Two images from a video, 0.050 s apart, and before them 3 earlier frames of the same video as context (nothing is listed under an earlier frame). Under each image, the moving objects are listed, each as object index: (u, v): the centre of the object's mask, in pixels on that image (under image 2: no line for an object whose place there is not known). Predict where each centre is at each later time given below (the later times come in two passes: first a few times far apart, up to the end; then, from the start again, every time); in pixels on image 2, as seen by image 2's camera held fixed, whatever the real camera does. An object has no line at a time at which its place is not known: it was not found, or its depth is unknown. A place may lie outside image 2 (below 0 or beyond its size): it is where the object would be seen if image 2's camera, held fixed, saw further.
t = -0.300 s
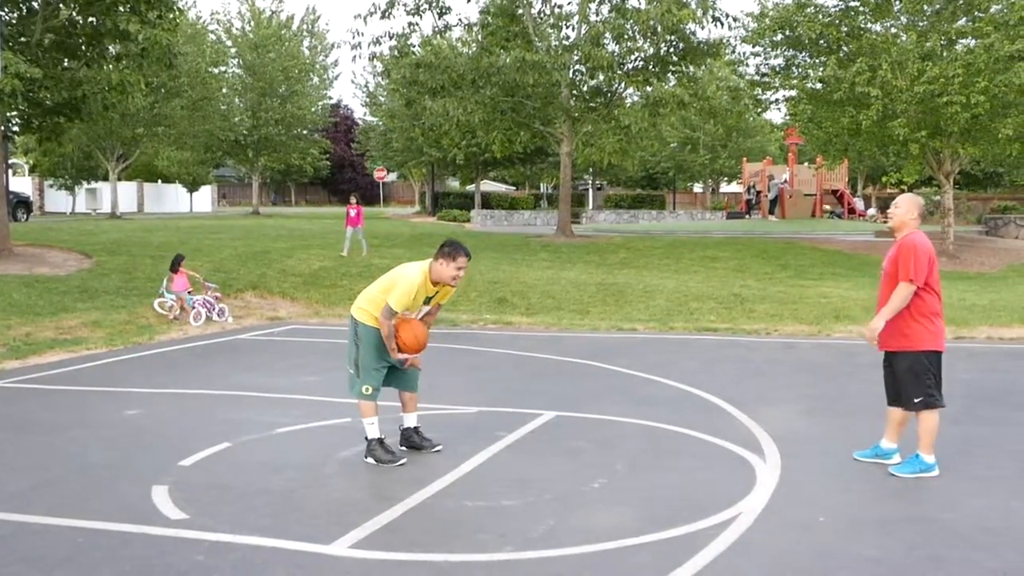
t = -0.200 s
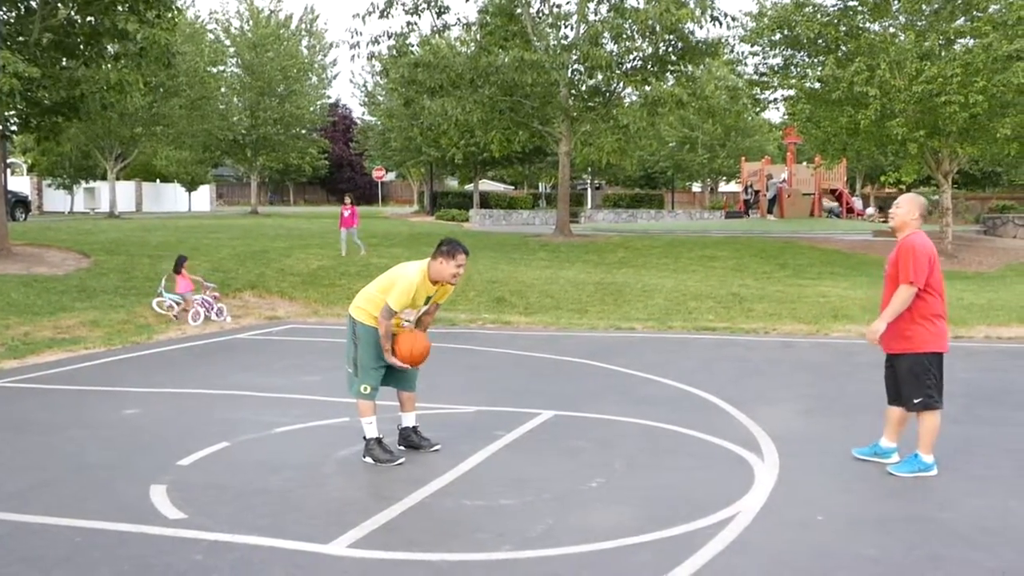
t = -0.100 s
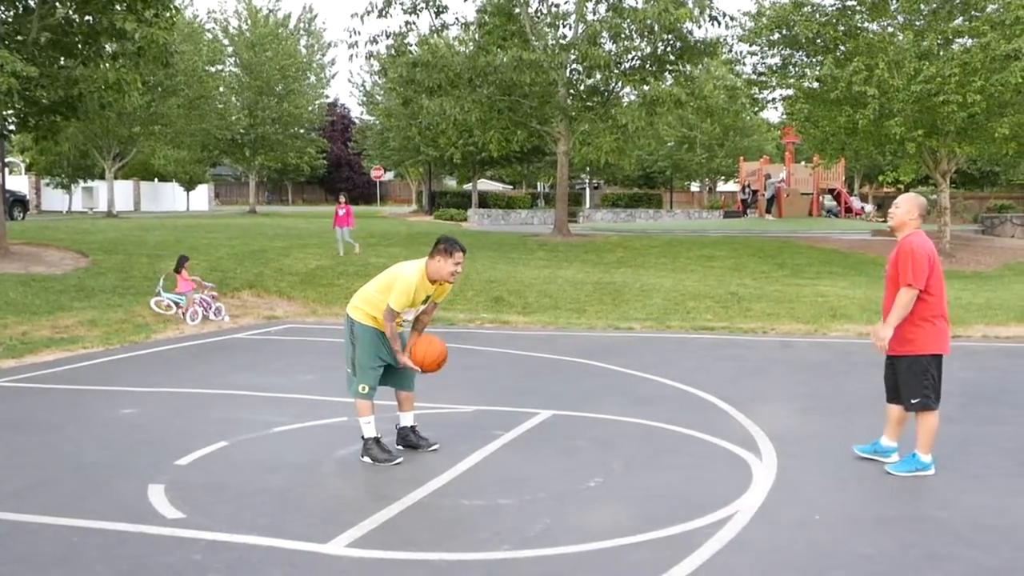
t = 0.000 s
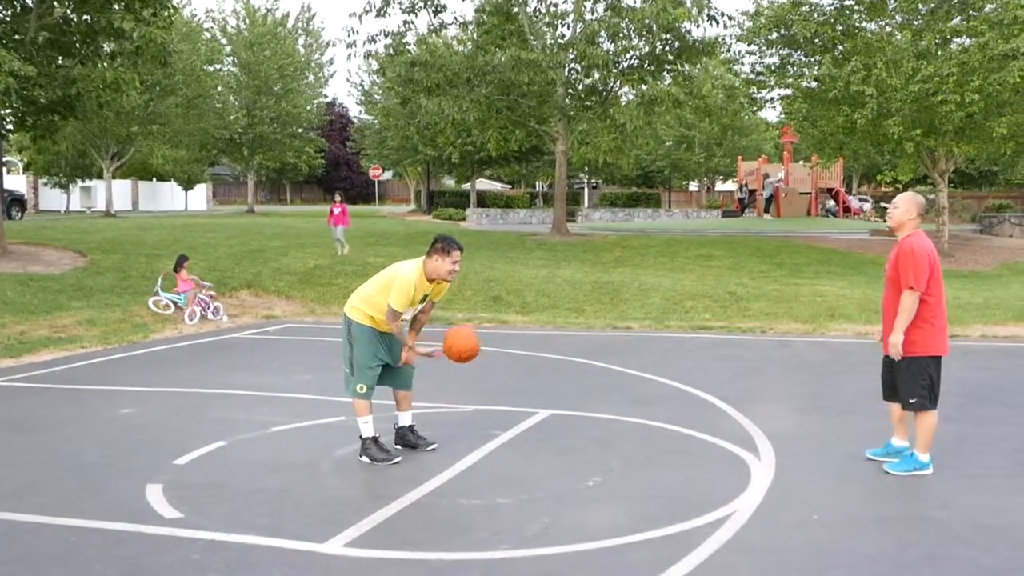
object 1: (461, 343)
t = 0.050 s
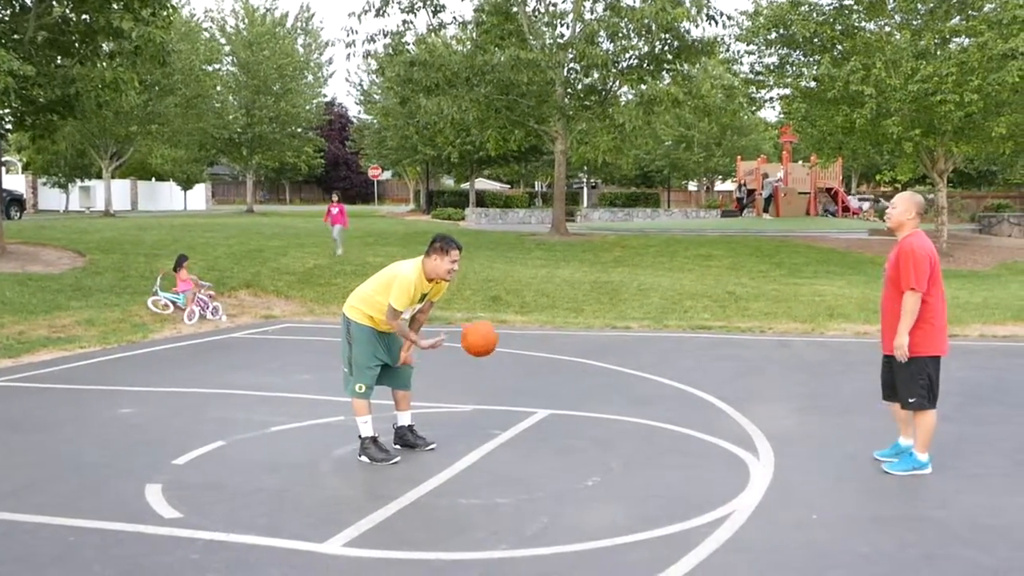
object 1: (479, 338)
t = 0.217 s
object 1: (541, 348)
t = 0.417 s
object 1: (614, 414)
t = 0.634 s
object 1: (683, 382)
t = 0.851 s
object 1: (750, 368)
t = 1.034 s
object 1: (805, 410)
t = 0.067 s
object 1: (486, 337)
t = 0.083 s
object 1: (492, 336)
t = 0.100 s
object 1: (497, 336)
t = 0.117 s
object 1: (504, 337)
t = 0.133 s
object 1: (510, 337)
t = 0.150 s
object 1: (517, 338)
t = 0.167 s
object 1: (523, 339)
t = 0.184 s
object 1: (529, 341)
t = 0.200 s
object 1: (535, 344)
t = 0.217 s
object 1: (541, 348)
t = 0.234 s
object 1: (548, 351)
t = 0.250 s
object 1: (554, 354)
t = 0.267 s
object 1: (560, 358)
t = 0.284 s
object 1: (566, 363)
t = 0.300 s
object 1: (572, 369)
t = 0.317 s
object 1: (578, 374)
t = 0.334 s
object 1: (584, 380)
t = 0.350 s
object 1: (590, 385)
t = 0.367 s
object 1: (596, 392)
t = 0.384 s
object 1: (602, 399)
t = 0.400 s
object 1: (608, 406)
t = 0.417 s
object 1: (614, 414)
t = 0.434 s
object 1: (621, 422)
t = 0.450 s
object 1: (627, 431)
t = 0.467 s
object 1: (632, 440)
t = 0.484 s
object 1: (638, 434)
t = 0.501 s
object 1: (643, 426)
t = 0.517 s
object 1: (648, 418)
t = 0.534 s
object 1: (653, 412)
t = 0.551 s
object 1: (658, 407)
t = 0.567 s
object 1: (663, 401)
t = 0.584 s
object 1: (668, 396)
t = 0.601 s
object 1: (673, 391)
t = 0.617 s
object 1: (678, 386)
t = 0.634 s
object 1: (683, 382)
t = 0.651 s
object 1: (689, 378)
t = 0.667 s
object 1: (694, 375)
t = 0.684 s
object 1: (699, 372)
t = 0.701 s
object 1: (704, 370)
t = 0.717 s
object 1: (710, 368)
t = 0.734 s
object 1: (714, 367)
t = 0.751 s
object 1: (720, 366)
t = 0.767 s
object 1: (725, 365)
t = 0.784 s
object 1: (730, 365)
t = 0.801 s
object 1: (735, 365)
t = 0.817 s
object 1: (740, 366)
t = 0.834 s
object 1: (745, 367)
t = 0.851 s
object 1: (750, 368)
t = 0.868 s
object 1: (755, 370)
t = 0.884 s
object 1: (760, 371)
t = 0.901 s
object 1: (765, 374)
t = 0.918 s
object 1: (770, 377)
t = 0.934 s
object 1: (775, 381)
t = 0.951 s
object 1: (780, 385)
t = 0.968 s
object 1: (785, 389)
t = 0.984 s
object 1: (790, 394)
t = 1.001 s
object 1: (795, 399)
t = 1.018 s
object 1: (800, 404)
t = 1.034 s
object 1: (805, 410)
